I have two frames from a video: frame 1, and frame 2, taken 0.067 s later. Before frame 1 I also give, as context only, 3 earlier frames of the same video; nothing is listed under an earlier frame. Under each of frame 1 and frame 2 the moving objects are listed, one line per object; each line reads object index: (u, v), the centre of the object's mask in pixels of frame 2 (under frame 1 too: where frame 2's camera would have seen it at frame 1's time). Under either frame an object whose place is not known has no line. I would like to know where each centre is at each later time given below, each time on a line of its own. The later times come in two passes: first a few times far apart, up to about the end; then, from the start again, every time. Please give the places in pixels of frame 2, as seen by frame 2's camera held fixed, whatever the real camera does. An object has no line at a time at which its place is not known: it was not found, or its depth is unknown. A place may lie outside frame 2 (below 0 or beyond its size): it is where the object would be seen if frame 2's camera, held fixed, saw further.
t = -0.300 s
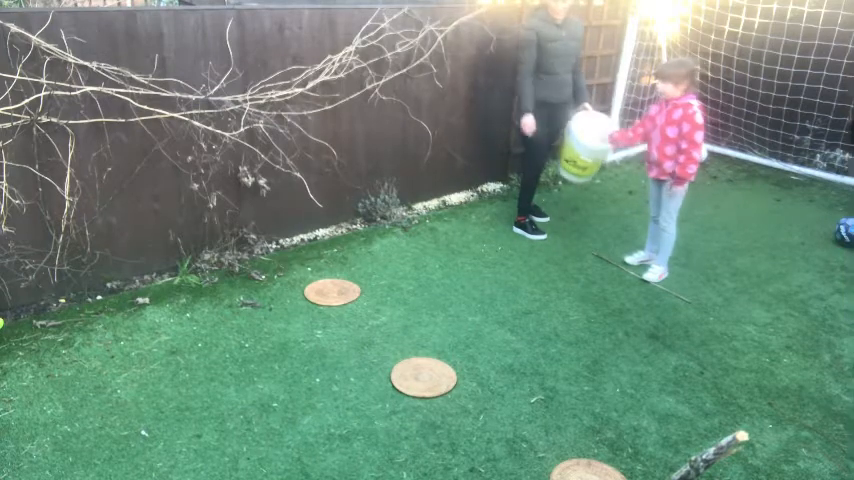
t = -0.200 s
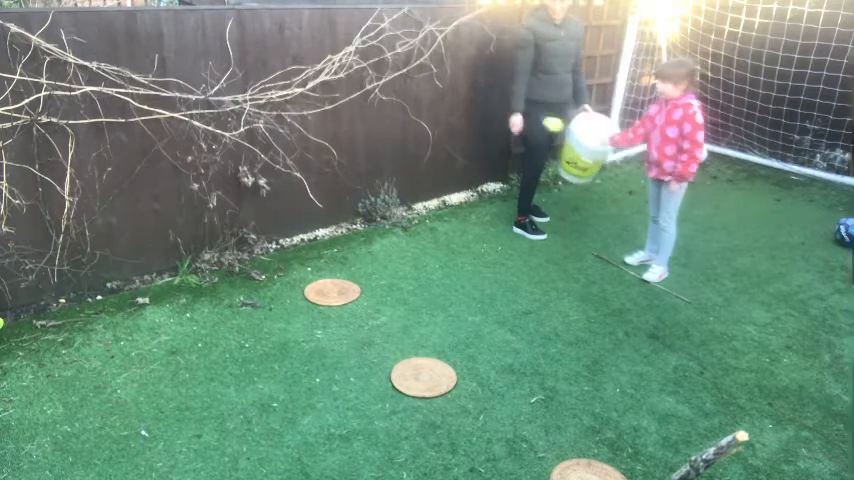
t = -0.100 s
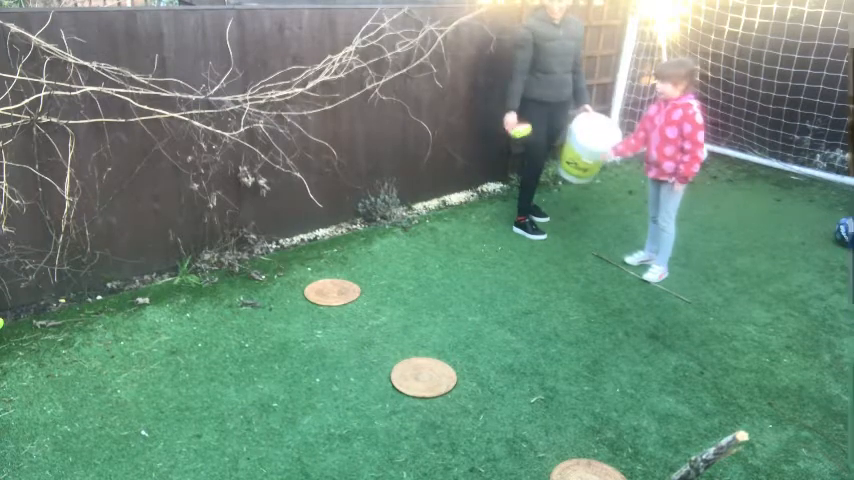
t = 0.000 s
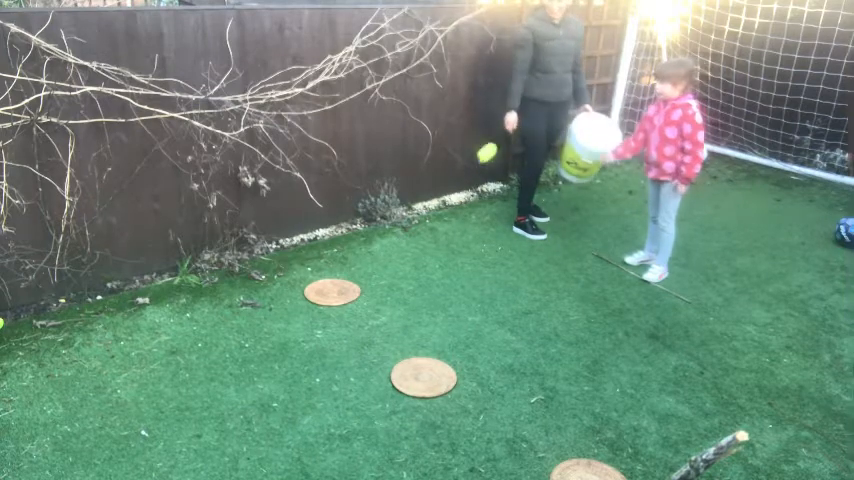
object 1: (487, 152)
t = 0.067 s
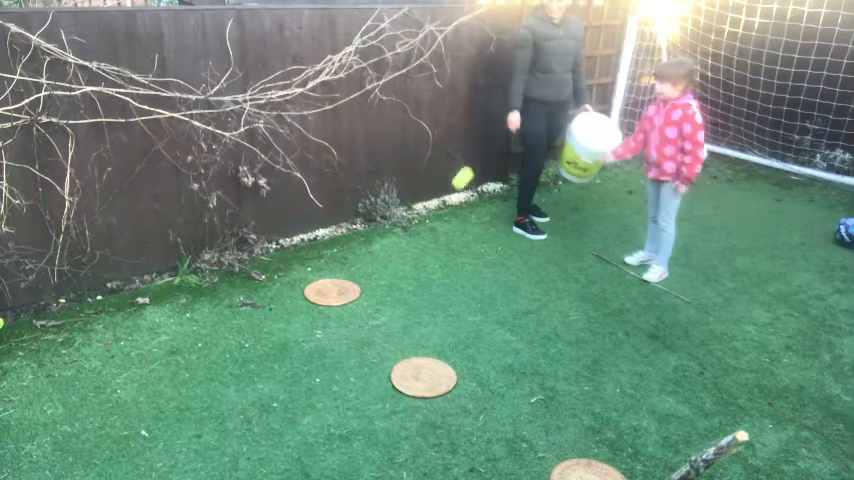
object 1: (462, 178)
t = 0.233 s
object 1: (406, 270)
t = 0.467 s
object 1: (362, 244)
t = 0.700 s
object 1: (325, 264)
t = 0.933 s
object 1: (284, 311)
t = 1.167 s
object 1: (234, 327)
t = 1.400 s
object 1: (179, 347)
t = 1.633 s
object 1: (126, 375)
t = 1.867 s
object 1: (71, 393)
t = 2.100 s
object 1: (18, 410)
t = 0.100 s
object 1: (451, 194)
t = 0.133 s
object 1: (439, 211)
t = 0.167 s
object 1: (428, 229)
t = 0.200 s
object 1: (417, 249)
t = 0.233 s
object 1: (406, 270)
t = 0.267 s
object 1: (394, 291)
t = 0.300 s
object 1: (387, 289)
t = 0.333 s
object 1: (382, 276)
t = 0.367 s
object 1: (377, 265)
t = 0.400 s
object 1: (373, 257)
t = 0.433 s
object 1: (367, 250)
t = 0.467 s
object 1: (362, 244)
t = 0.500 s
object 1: (357, 242)
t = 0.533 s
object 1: (352, 240)
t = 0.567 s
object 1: (346, 241)
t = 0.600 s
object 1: (342, 244)
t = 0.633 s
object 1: (335, 249)
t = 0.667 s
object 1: (331, 256)
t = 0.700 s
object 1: (325, 264)
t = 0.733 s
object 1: (320, 274)
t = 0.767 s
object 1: (317, 287)
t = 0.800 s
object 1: (310, 304)
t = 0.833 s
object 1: (306, 318)
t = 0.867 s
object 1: (300, 325)
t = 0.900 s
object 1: (293, 318)
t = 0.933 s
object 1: (284, 311)
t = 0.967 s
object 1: (277, 308)
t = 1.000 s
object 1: (269, 305)
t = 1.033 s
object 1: (261, 306)
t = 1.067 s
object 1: (255, 308)
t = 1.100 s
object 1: (248, 312)
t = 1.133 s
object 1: (239, 319)
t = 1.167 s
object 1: (234, 327)
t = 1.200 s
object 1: (226, 337)
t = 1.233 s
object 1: (219, 349)
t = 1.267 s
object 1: (211, 347)
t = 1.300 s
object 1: (202, 344)
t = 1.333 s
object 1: (195, 344)
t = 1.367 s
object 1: (187, 344)
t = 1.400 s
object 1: (179, 347)
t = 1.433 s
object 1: (172, 353)
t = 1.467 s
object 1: (165, 359)
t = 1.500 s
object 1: (157, 369)
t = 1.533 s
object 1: (150, 369)
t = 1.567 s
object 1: (140, 369)
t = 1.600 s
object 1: (132, 371)
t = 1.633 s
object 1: (126, 375)
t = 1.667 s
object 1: (117, 380)
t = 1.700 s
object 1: (108, 383)
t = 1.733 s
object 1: (102, 382)
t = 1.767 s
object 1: (94, 385)
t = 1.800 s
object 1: (86, 390)
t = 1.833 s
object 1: (79, 391)
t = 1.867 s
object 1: (71, 393)
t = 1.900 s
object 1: (63, 396)
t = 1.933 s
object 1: (55, 399)
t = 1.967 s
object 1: (49, 402)
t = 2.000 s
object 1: (41, 403)
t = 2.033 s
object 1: (33, 405)
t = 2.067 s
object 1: (25, 408)
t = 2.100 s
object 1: (18, 410)
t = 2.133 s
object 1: (12, 412)
